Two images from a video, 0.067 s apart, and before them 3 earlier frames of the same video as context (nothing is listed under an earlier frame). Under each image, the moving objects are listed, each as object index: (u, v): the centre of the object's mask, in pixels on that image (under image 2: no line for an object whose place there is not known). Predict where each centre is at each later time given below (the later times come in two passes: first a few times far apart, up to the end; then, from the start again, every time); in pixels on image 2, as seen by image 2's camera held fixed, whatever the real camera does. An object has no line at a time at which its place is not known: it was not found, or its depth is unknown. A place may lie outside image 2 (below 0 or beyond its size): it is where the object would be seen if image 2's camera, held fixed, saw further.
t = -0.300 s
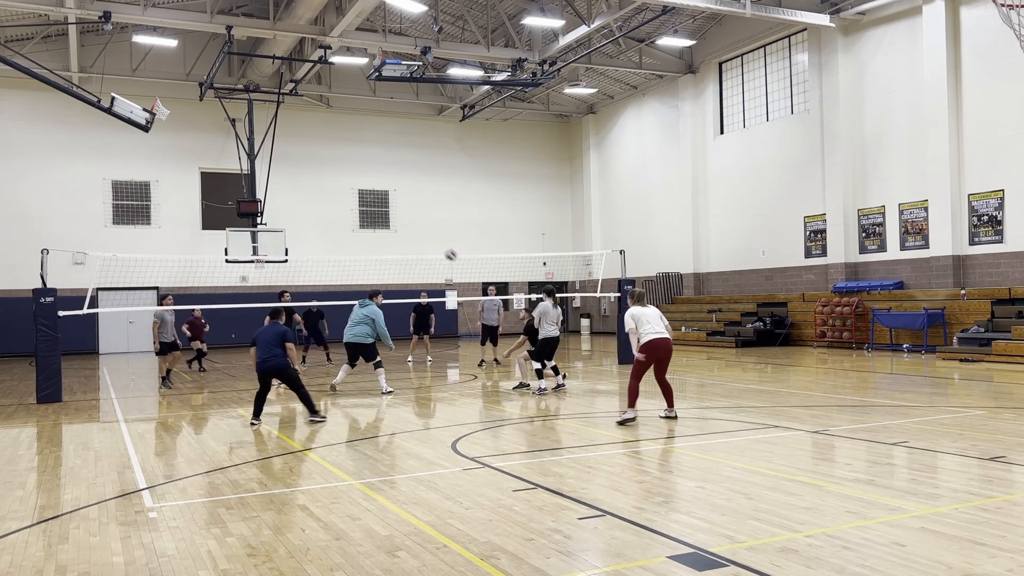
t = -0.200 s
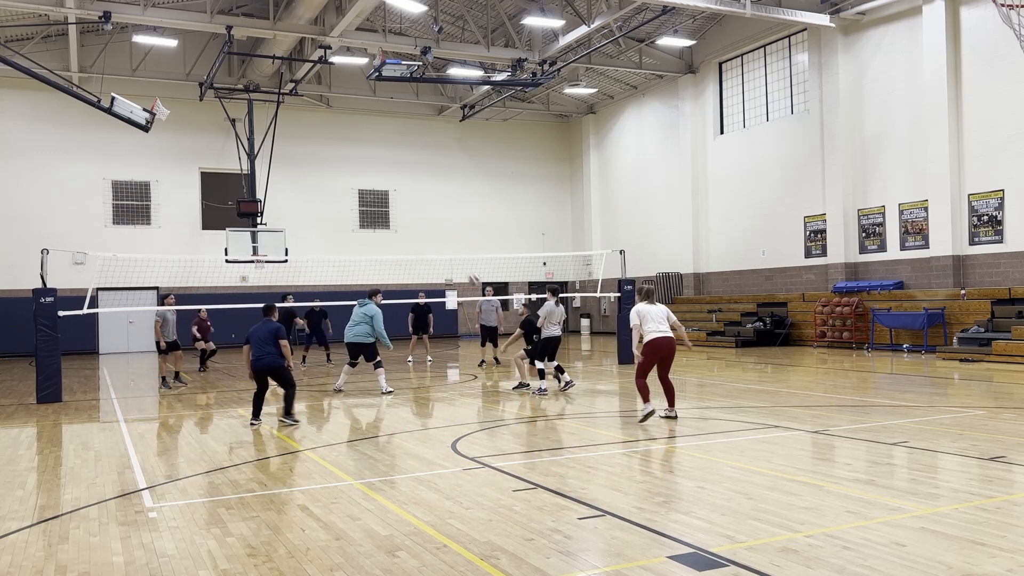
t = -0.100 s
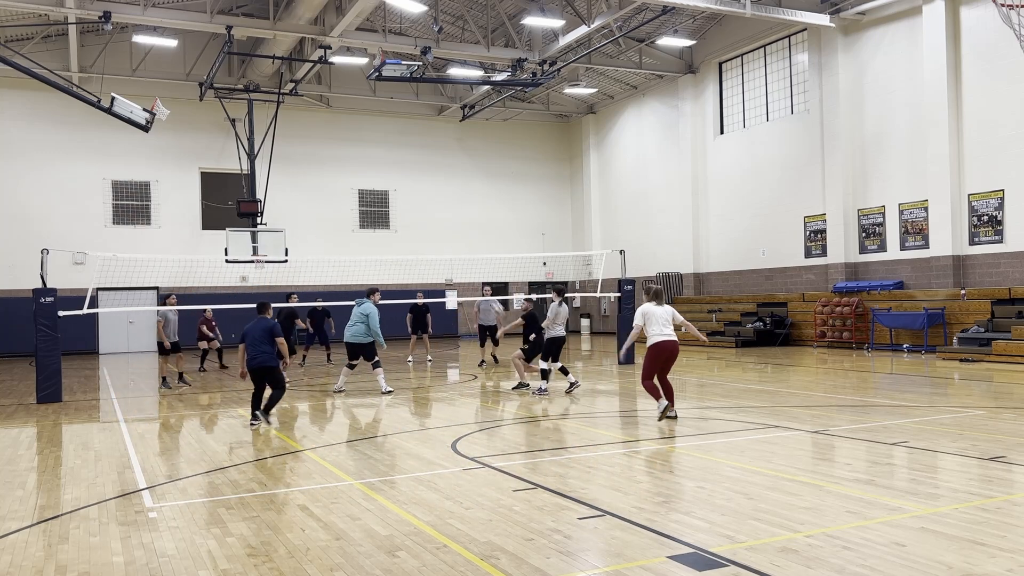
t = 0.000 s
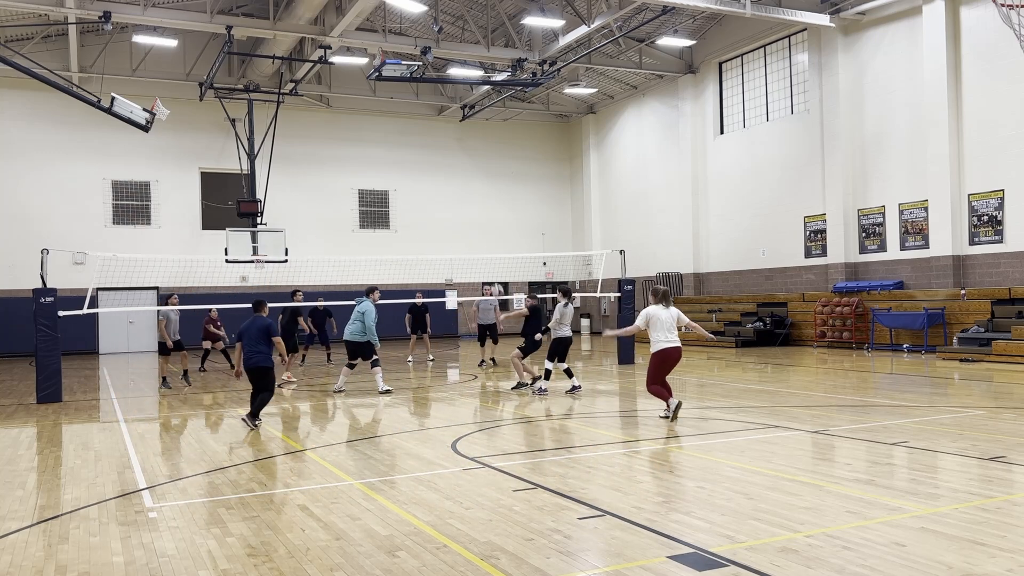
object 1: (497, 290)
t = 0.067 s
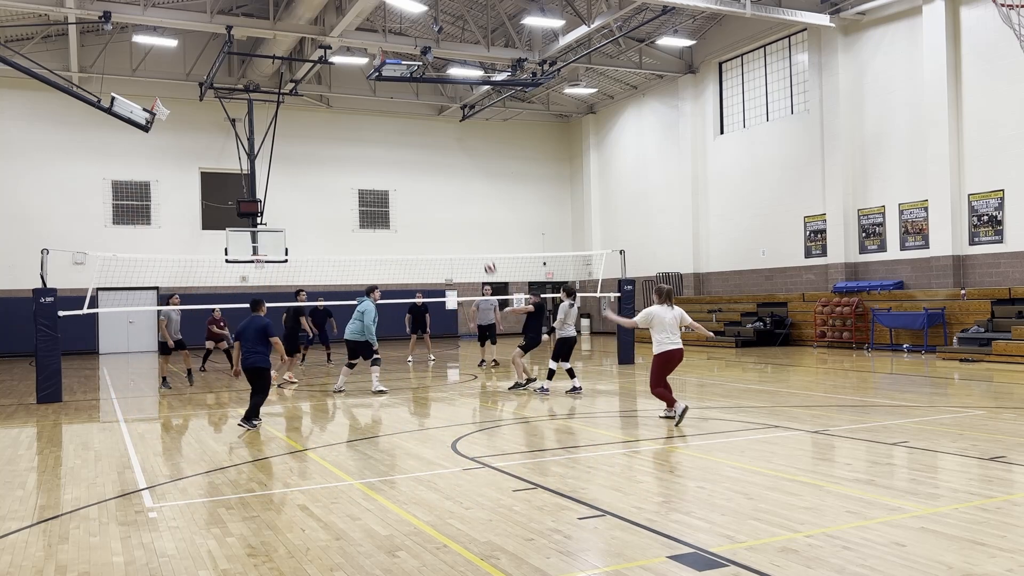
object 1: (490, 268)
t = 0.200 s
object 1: (476, 228)
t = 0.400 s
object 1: (455, 188)
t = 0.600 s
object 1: (434, 171)
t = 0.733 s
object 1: (420, 174)
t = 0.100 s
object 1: (487, 257)
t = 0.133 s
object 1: (483, 247)
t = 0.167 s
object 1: (480, 237)
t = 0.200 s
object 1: (476, 228)
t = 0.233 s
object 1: (472, 220)
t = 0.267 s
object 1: (469, 212)
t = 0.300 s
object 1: (465, 205)
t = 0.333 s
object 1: (462, 199)
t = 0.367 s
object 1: (458, 192)
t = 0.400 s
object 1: (455, 188)
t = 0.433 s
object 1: (452, 183)
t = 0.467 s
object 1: (448, 179)
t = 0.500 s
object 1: (444, 175)
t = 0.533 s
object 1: (441, 173)
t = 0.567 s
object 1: (438, 172)
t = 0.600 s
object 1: (434, 171)
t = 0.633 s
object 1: (430, 170)
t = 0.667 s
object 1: (426, 171)
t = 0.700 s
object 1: (423, 172)
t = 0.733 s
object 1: (420, 174)
